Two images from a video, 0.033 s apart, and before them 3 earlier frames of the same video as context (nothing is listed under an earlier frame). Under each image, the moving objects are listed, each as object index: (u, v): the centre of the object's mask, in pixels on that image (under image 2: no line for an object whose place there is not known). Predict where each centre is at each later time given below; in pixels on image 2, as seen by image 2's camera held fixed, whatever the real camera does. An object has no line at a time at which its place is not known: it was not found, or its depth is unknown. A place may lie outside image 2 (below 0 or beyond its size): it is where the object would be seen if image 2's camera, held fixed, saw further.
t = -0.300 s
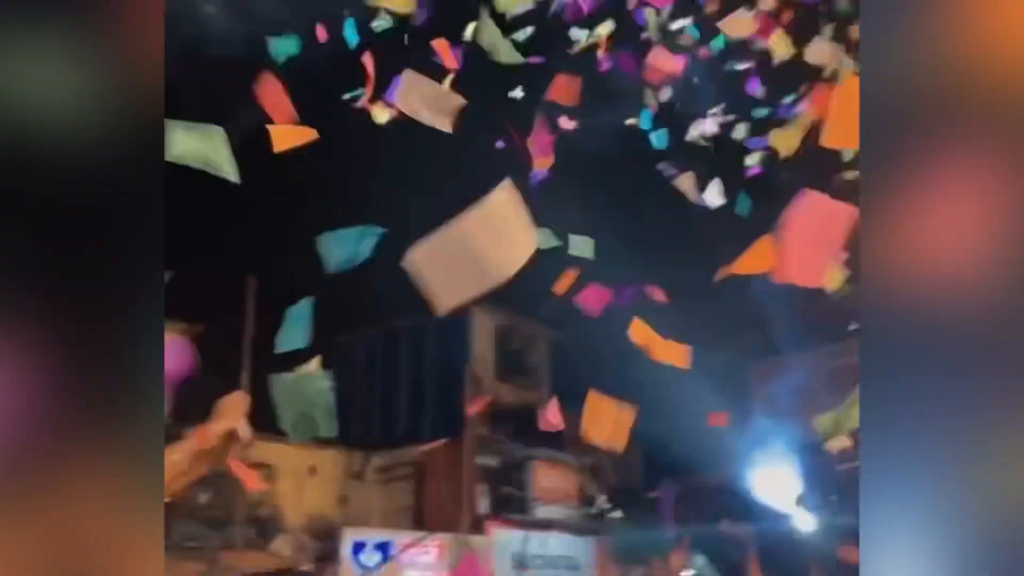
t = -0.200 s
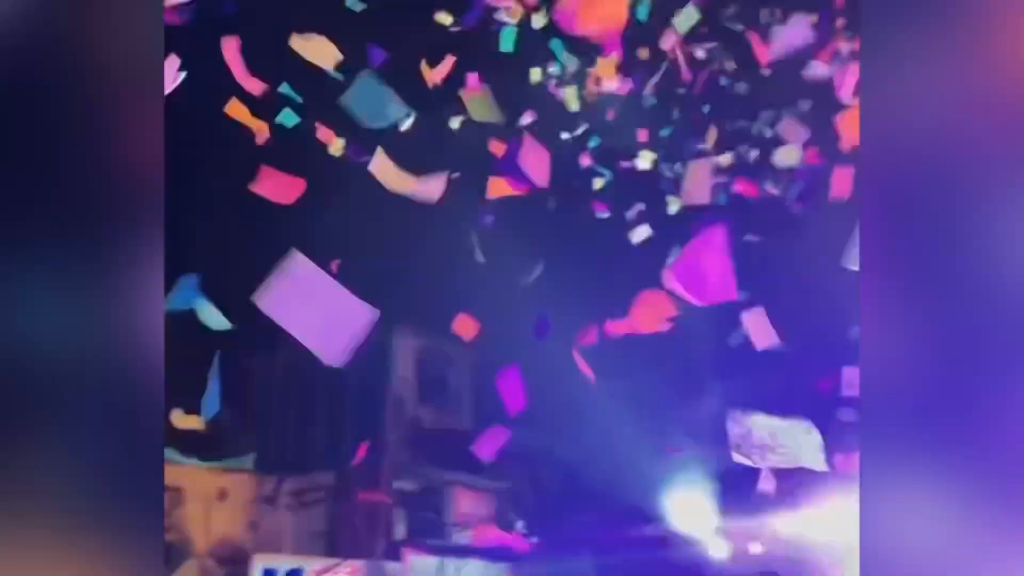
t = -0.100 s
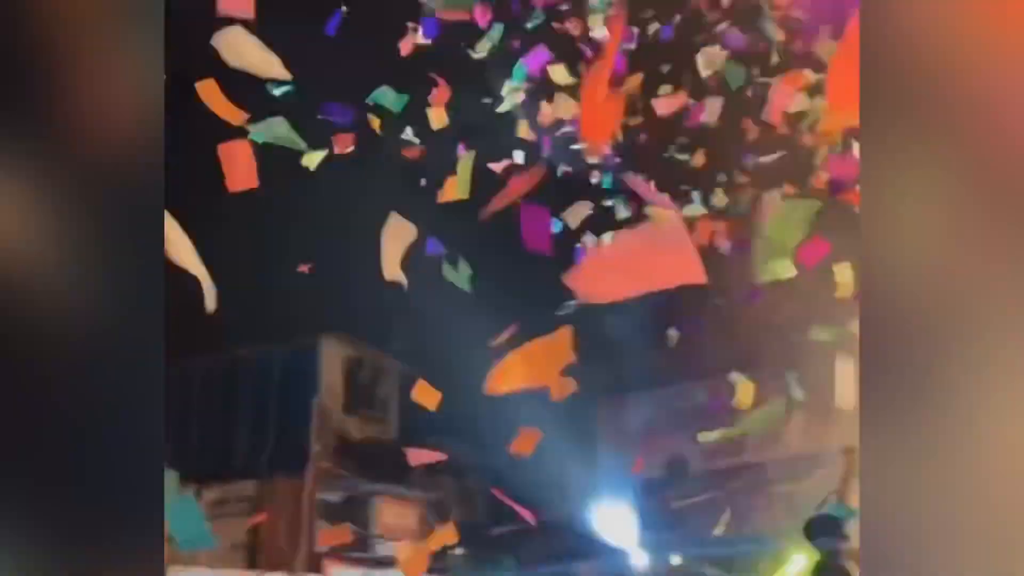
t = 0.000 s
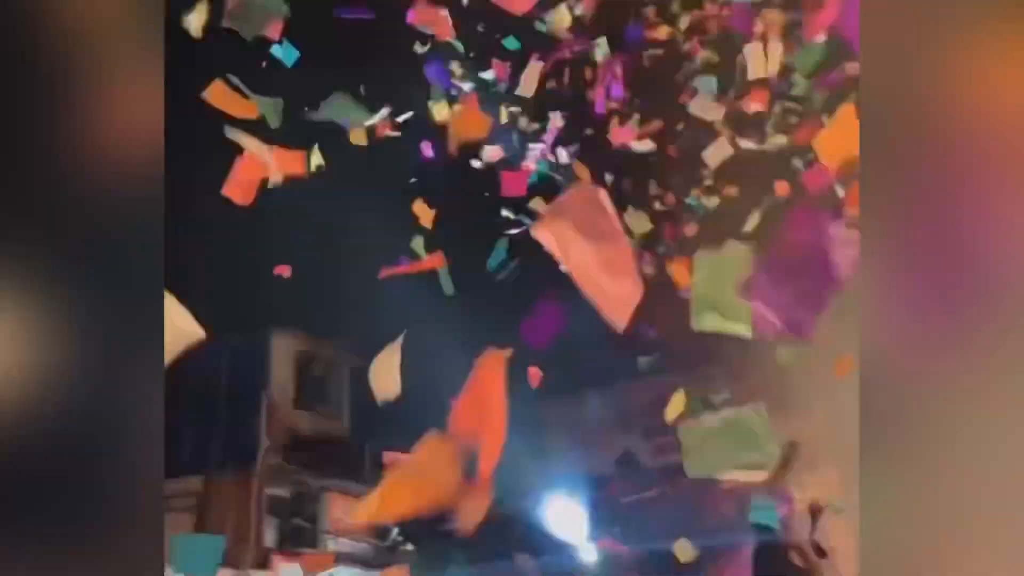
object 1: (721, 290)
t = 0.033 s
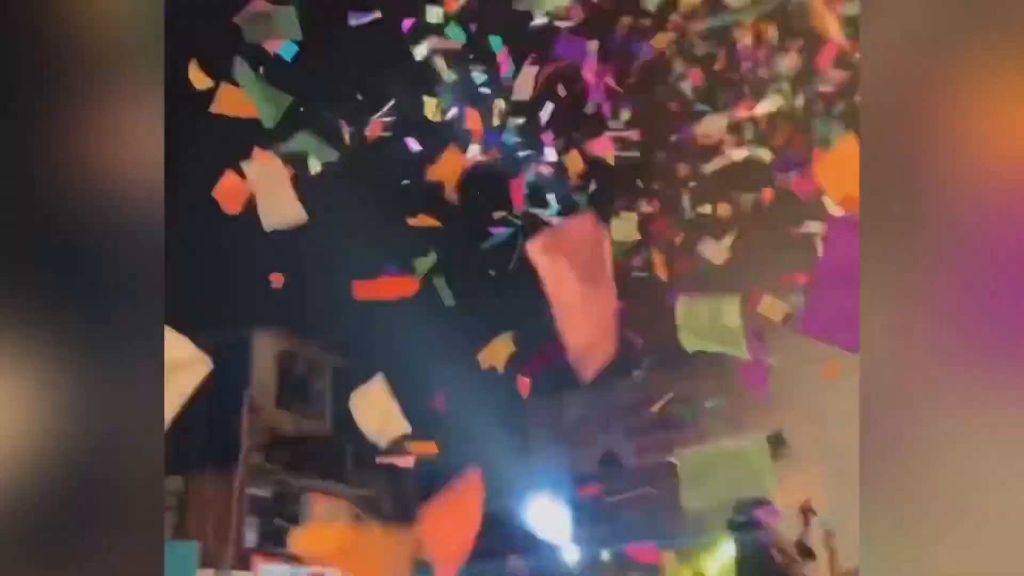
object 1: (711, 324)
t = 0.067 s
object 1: (732, 355)
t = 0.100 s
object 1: (750, 337)
